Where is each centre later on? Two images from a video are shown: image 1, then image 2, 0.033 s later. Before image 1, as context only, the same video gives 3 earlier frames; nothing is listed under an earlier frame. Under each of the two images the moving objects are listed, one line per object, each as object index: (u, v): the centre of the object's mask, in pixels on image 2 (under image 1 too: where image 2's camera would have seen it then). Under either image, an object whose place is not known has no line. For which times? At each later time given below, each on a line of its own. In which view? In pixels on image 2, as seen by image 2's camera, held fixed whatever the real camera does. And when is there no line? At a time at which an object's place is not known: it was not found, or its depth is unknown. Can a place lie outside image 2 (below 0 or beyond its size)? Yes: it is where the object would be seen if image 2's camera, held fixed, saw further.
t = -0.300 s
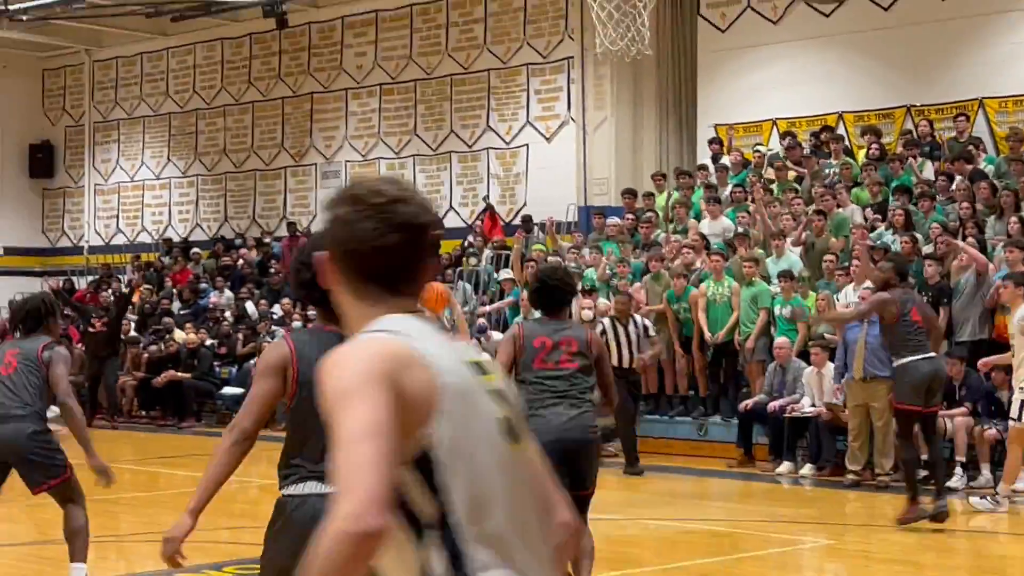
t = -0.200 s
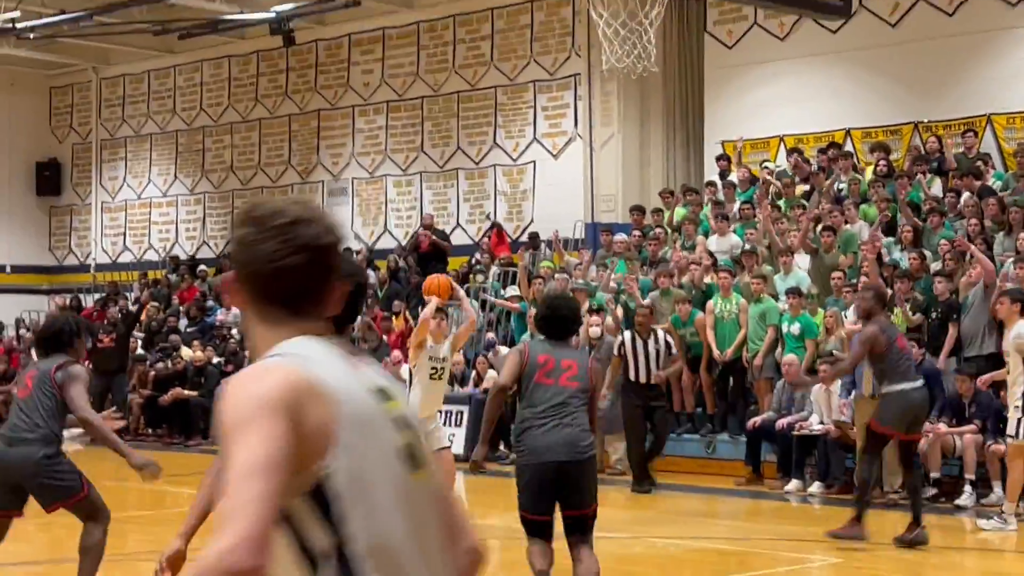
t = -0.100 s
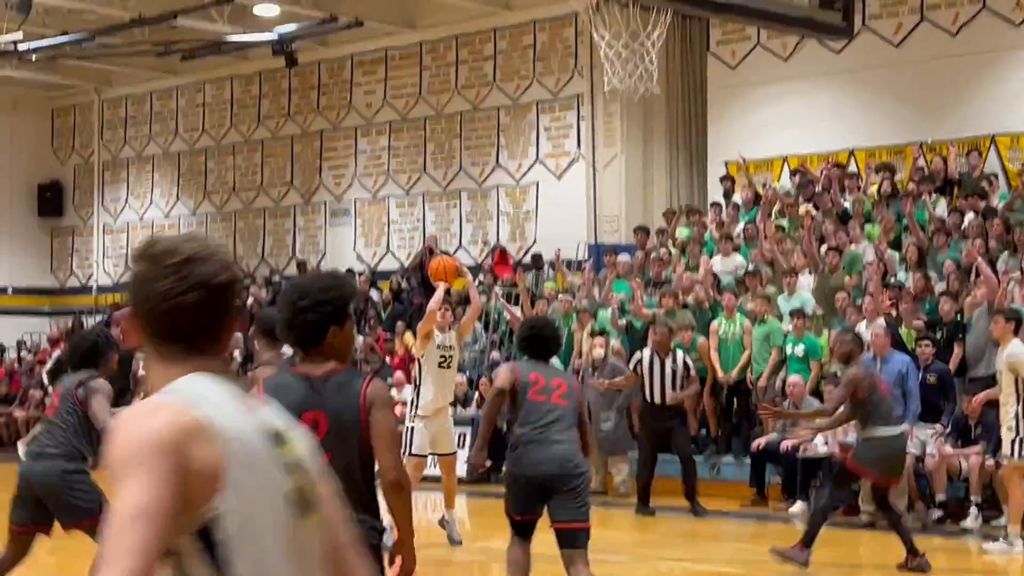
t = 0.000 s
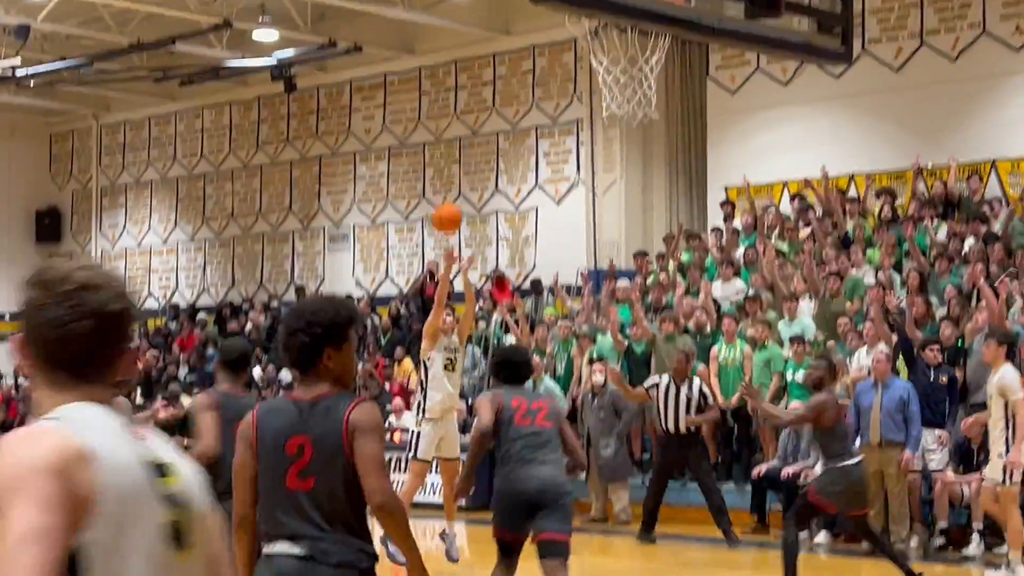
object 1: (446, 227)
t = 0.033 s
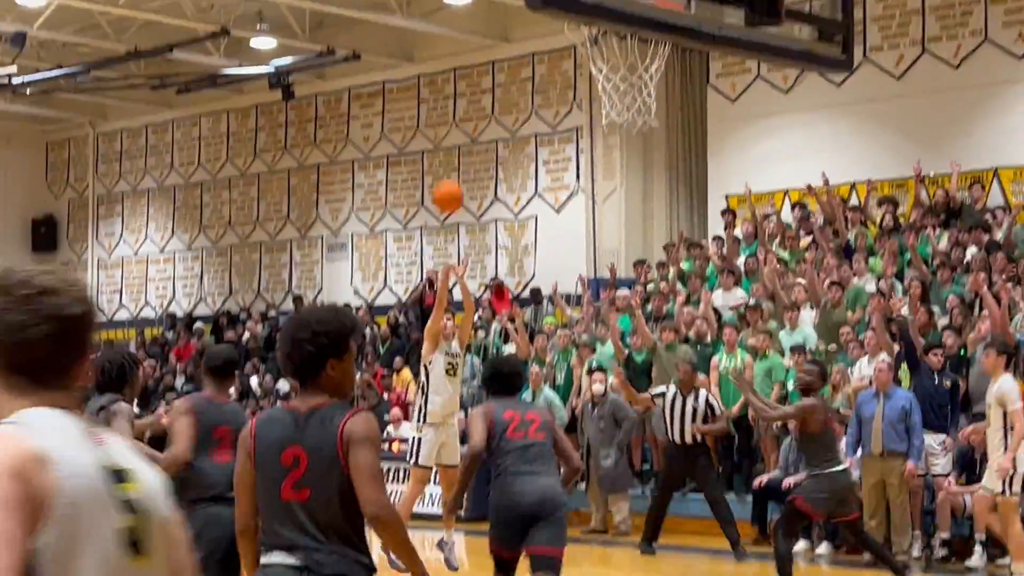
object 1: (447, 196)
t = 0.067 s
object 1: (450, 169)
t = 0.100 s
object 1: (453, 140)
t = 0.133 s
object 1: (456, 112)
